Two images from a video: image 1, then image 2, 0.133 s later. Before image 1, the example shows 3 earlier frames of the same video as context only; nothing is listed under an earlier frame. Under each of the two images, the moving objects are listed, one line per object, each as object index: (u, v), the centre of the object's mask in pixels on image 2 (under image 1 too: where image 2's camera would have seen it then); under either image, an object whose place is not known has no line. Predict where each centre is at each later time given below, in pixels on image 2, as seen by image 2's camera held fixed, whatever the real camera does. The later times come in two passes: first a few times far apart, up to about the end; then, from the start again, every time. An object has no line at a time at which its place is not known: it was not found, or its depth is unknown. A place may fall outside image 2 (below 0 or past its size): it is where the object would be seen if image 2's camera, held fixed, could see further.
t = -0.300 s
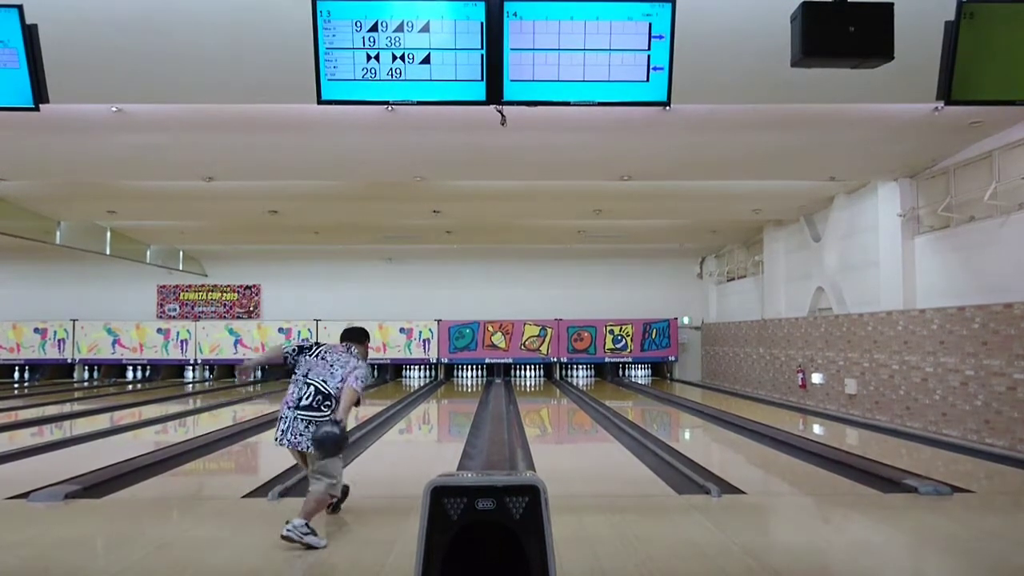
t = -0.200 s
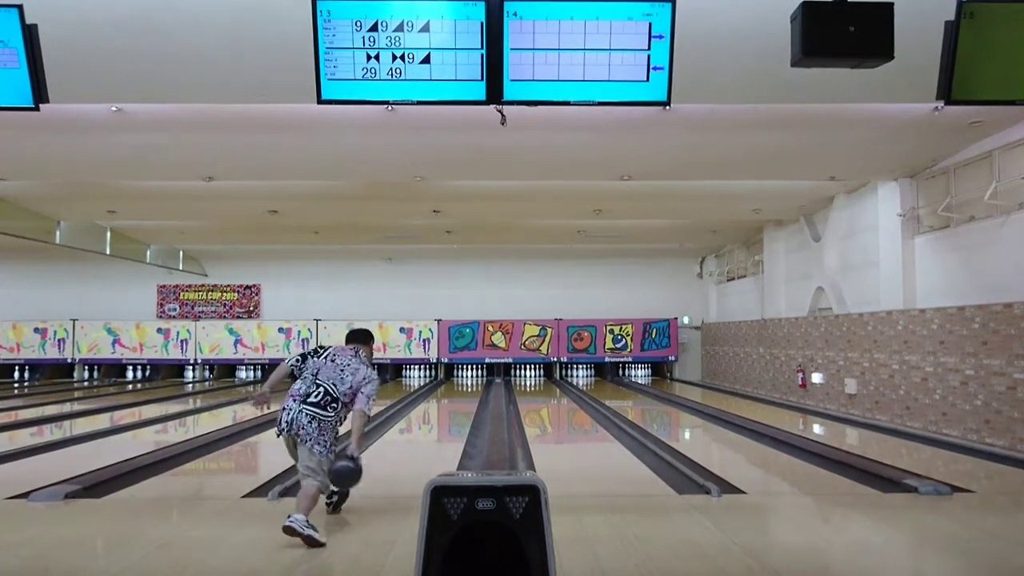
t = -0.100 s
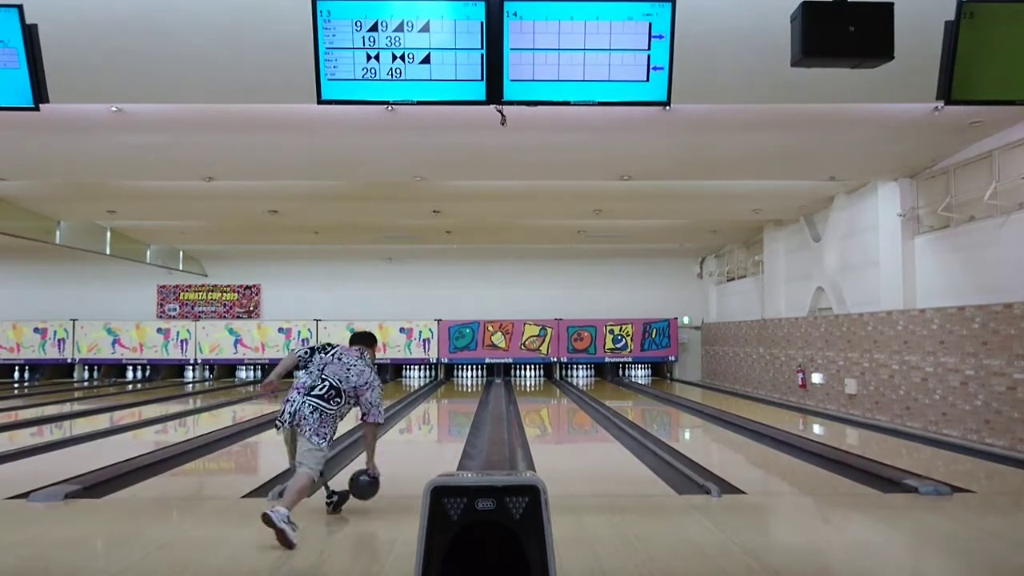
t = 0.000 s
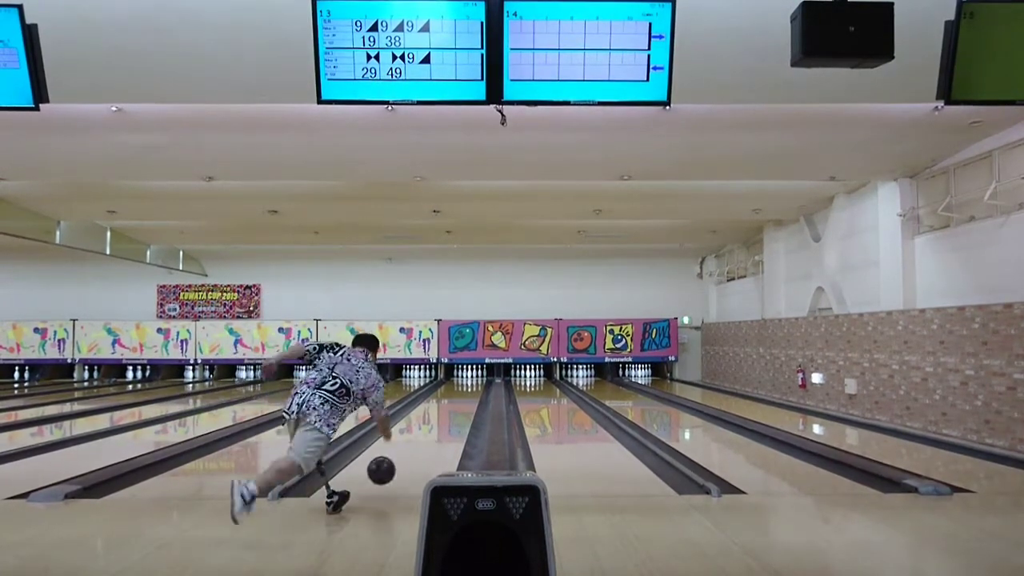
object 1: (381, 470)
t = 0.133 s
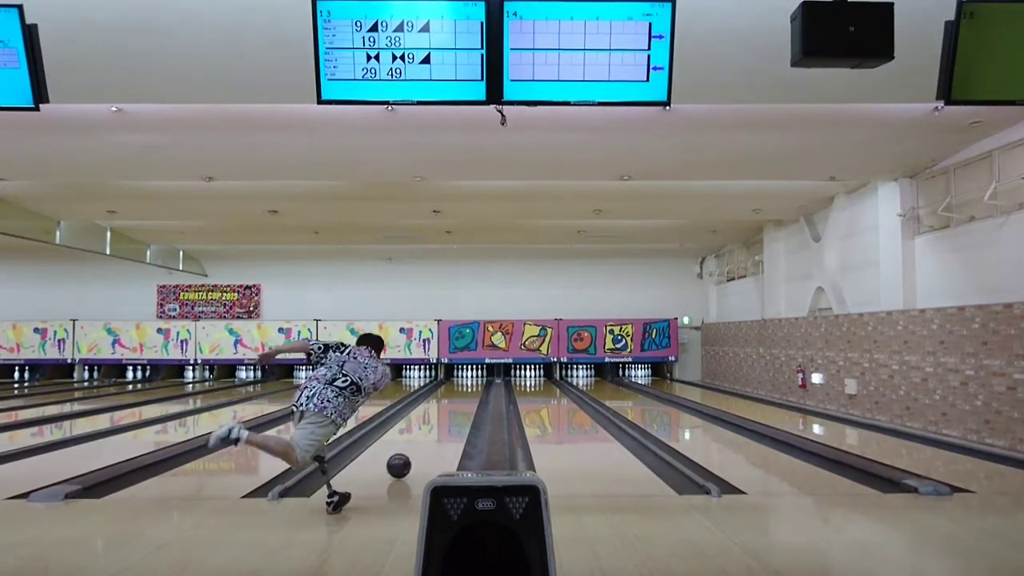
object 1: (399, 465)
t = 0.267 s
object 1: (413, 453)
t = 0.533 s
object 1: (433, 433)
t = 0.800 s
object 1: (447, 419)
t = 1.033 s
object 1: (453, 415)
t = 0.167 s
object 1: (402, 462)
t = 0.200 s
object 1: (406, 459)
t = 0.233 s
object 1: (409, 456)
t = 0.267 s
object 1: (413, 453)
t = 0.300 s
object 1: (415, 450)
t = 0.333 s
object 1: (418, 448)
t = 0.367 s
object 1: (421, 445)
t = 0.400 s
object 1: (424, 442)
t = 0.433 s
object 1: (426, 440)
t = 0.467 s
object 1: (429, 437)
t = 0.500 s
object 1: (431, 435)
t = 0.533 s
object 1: (433, 433)
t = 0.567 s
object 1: (435, 431)
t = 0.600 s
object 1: (437, 429)
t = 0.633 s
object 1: (439, 427)
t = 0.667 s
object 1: (440, 426)
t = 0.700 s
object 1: (442, 424)
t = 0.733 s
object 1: (444, 422)
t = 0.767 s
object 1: (445, 420)
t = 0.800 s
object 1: (447, 419)
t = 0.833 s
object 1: (449, 417)
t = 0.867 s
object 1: (450, 416)
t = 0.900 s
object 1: (451, 415)
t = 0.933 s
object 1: (453, 414)
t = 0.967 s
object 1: (455, 413)
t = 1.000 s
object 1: (458, 417)
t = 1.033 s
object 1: (453, 415)
